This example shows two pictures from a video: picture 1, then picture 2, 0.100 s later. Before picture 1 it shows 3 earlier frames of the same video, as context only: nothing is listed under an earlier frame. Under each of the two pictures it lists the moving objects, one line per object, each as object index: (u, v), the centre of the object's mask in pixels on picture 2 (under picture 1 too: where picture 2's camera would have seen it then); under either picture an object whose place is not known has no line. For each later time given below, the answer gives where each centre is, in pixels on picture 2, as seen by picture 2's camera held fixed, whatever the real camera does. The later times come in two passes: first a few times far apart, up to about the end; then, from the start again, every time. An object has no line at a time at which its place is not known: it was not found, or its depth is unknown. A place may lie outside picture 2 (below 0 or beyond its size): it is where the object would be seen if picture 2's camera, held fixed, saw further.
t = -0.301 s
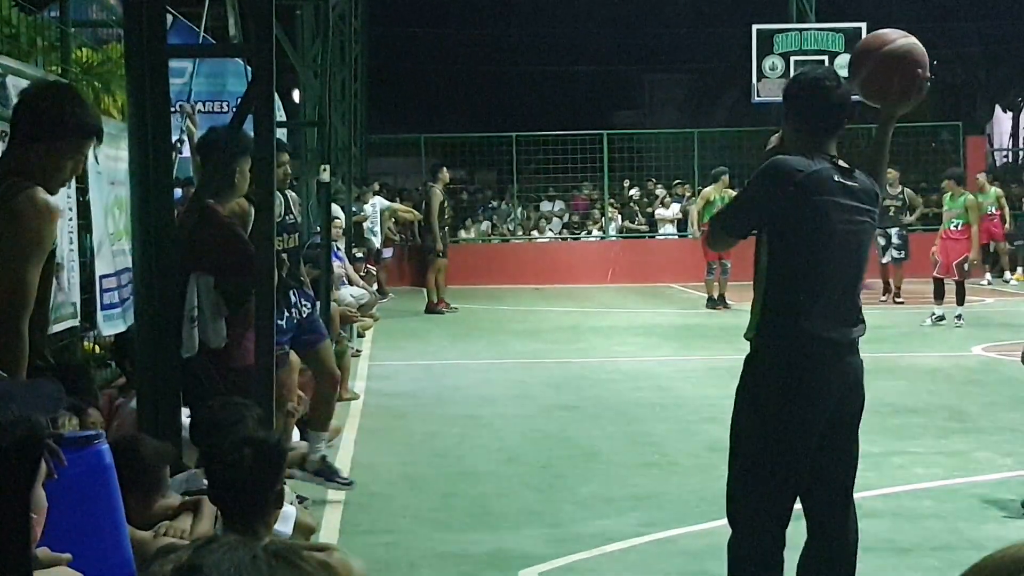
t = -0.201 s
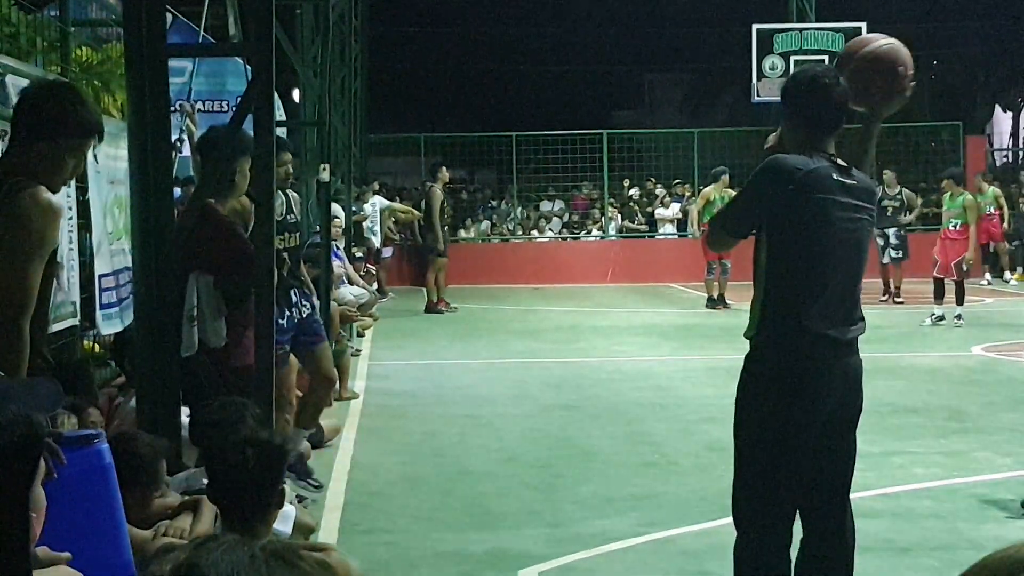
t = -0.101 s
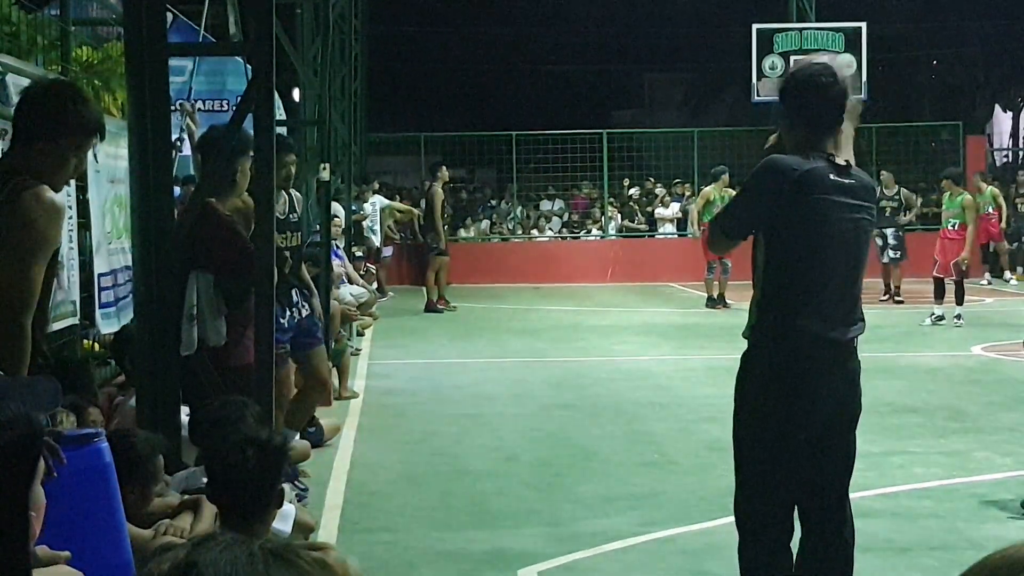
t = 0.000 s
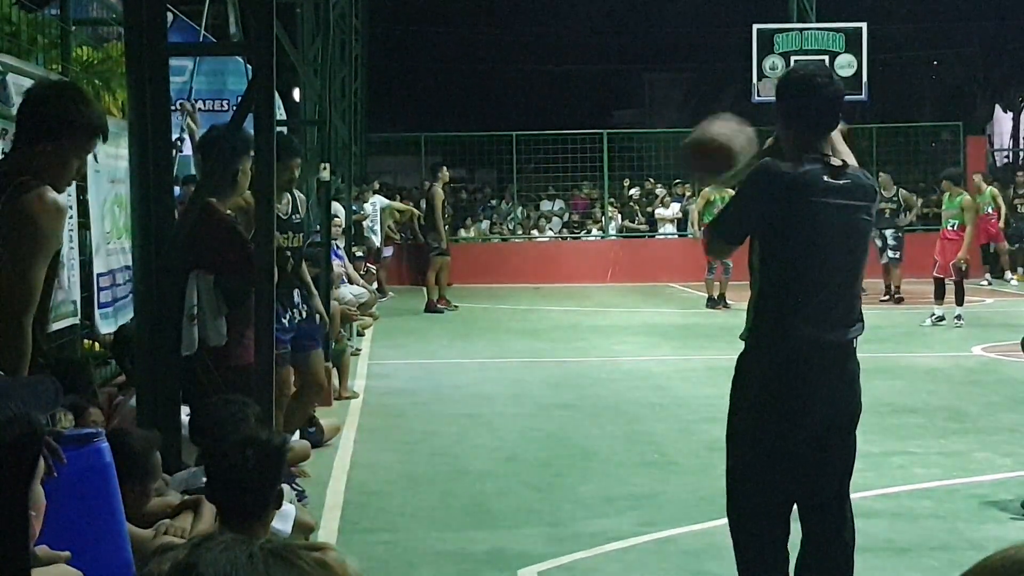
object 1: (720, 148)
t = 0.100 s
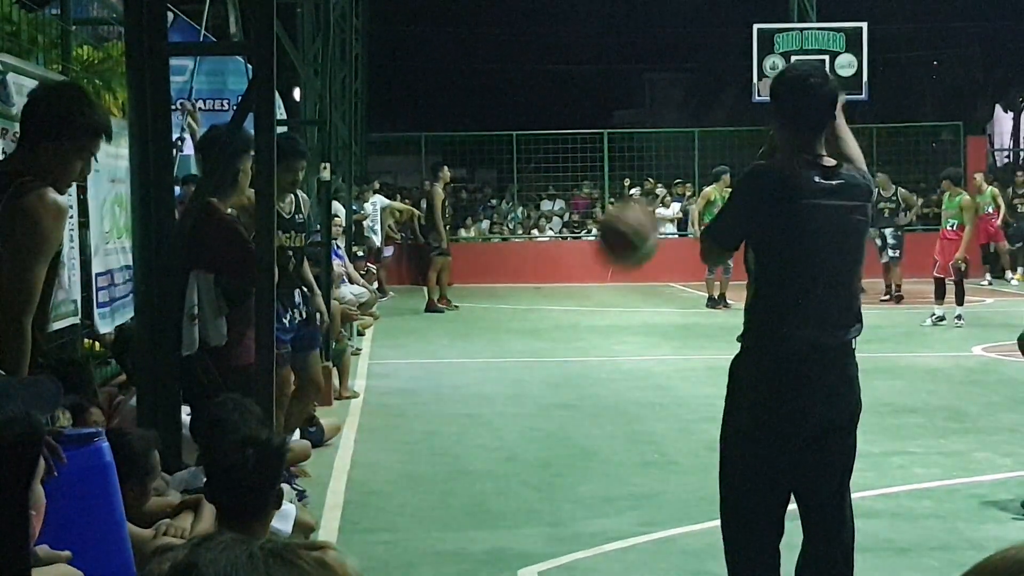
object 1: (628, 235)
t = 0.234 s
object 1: (523, 375)
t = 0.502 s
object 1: (401, 366)
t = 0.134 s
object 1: (601, 267)
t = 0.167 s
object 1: (574, 302)
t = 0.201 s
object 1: (549, 334)
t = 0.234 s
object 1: (523, 375)
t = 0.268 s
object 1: (502, 409)
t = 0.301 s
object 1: (478, 449)
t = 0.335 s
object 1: (458, 489)
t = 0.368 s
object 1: (441, 497)
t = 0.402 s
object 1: (431, 460)
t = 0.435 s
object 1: (420, 425)
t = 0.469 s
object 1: (410, 394)
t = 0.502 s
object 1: (401, 366)
